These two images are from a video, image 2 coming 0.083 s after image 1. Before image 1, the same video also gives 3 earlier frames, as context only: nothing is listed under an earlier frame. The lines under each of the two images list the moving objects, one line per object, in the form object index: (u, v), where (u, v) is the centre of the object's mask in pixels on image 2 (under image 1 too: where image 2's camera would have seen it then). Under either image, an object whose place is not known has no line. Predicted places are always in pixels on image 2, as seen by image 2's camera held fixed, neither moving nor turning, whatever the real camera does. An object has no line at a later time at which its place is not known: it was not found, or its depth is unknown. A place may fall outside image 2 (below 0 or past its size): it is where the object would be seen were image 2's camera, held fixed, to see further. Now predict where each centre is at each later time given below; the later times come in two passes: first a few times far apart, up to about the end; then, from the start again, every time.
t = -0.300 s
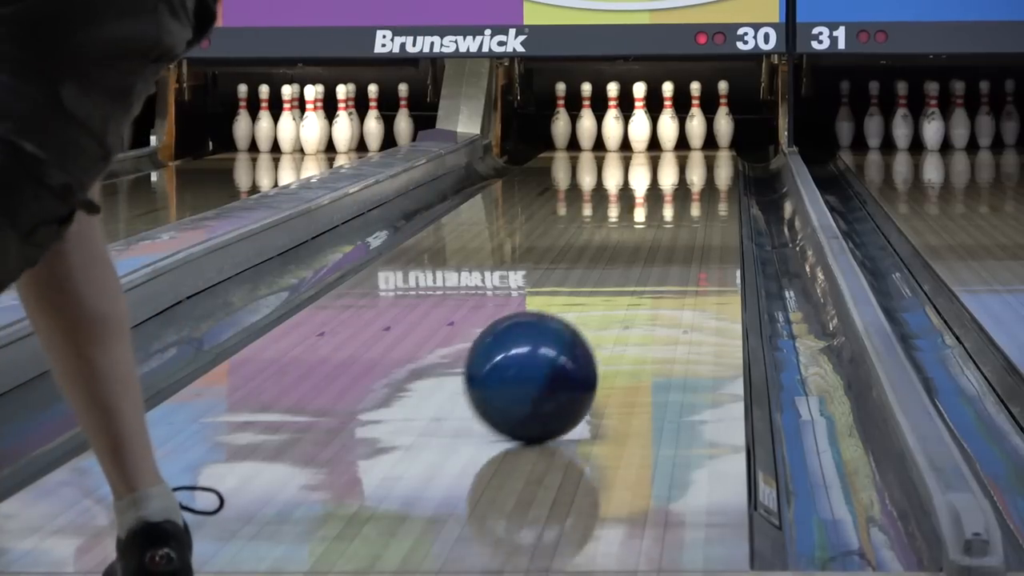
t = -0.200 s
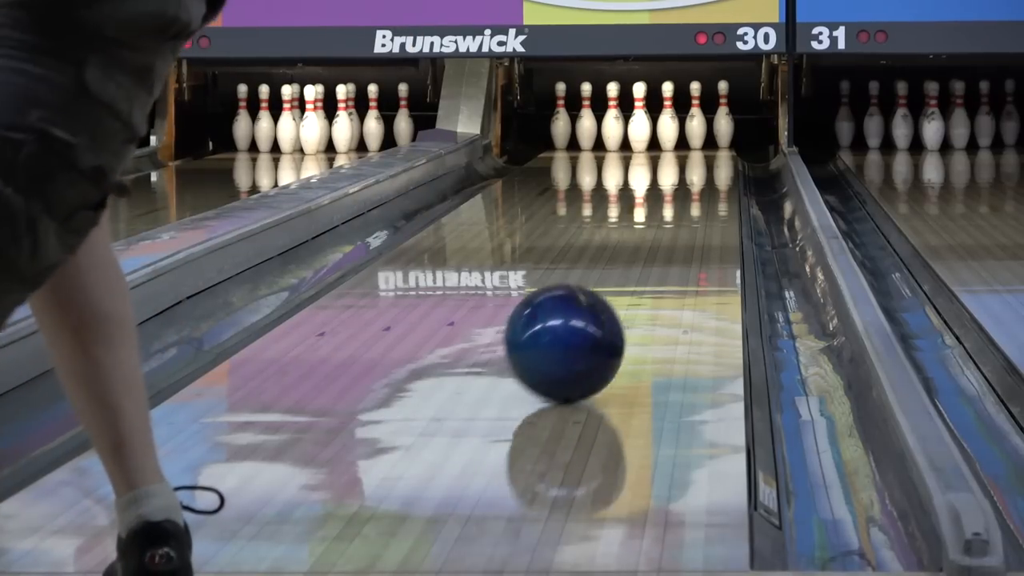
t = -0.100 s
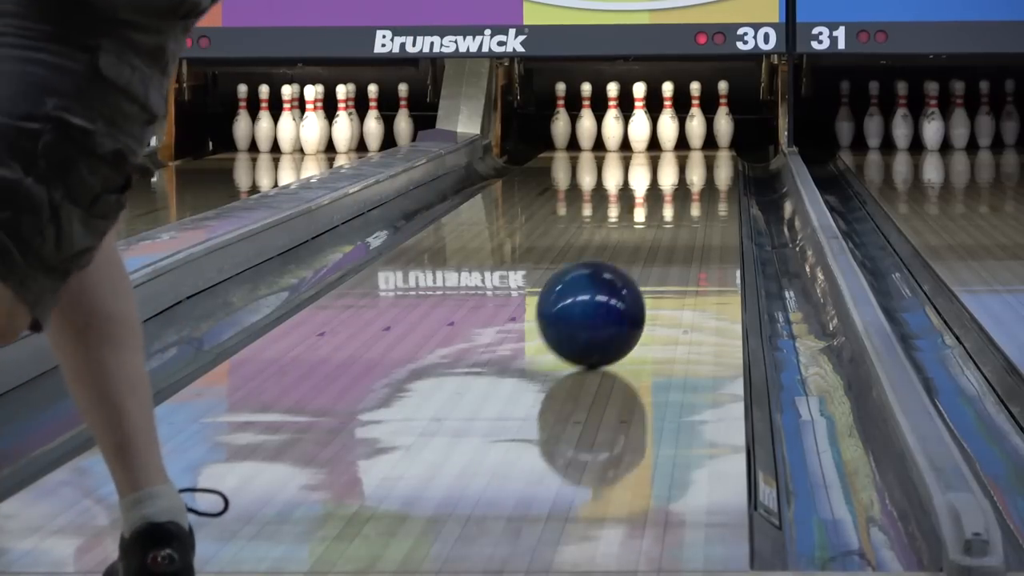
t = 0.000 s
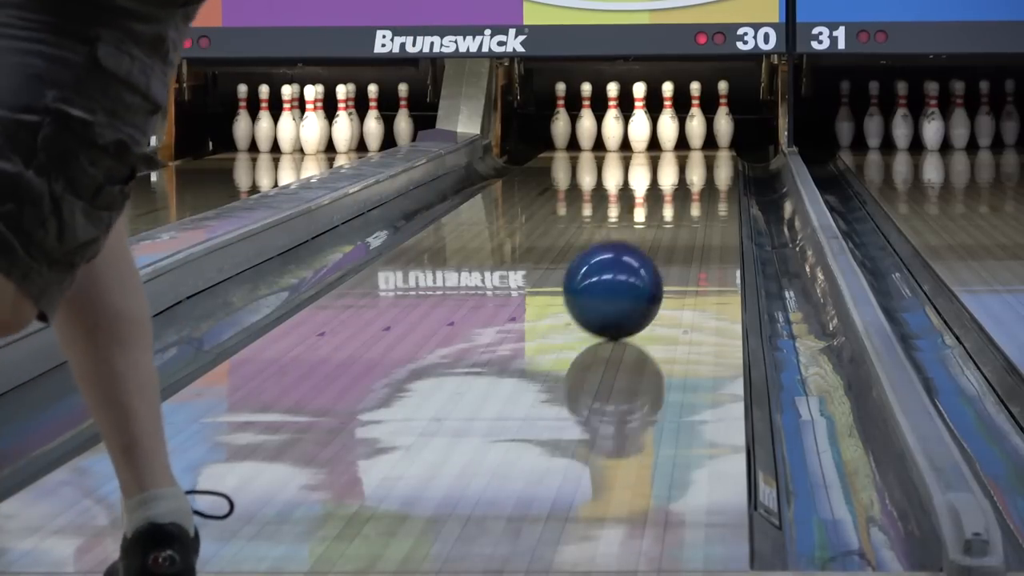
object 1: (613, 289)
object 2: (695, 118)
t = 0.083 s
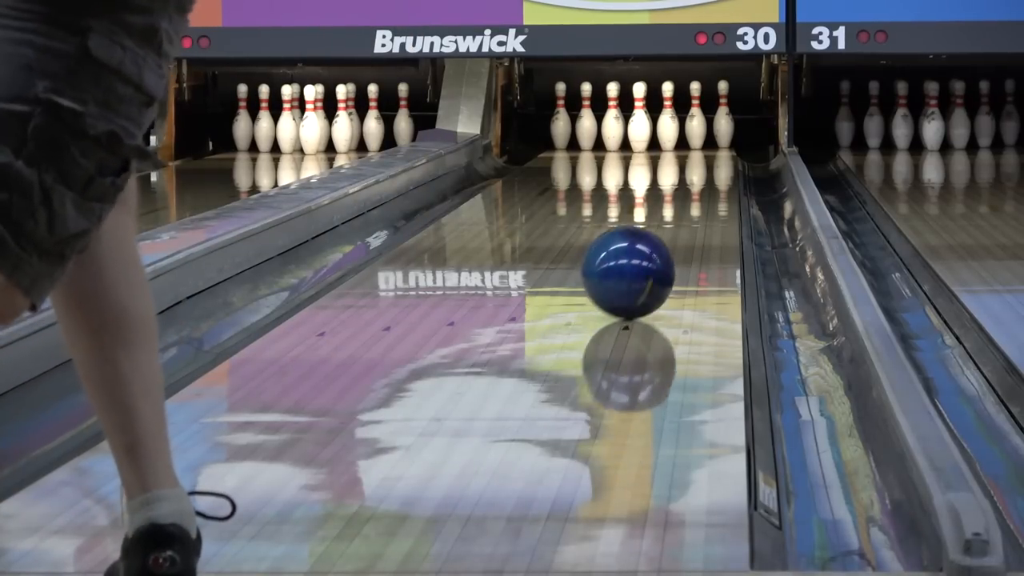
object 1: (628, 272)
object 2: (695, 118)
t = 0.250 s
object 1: (653, 244)
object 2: (695, 118)
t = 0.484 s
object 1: (677, 214)
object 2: (695, 118)
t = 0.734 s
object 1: (694, 190)
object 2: (695, 118)
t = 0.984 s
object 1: (705, 172)
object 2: (695, 117)
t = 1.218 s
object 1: (709, 159)
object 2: (695, 114)
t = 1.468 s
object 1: (701, 148)
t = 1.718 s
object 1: (678, 140)
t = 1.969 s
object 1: (657, 132)
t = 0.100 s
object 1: (631, 269)
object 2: (695, 118)
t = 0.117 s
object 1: (634, 265)
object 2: (695, 118)
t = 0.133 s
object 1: (636, 263)
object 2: (695, 118)
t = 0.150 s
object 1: (639, 260)
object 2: (695, 118)
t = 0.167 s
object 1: (641, 257)
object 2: (695, 118)
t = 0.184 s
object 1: (644, 254)
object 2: (695, 118)
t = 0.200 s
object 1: (646, 252)
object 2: (695, 118)
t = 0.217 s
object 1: (648, 249)
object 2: (695, 118)
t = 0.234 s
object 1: (650, 246)
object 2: (695, 118)
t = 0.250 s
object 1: (653, 244)
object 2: (695, 118)
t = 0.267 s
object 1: (655, 241)
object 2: (695, 118)
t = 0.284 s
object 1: (657, 239)
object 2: (695, 118)
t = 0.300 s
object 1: (659, 236)
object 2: (695, 118)
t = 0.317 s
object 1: (661, 234)
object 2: (695, 118)
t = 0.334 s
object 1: (662, 232)
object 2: (695, 118)
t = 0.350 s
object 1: (664, 230)
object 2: (695, 118)
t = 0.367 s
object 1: (666, 228)
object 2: (695, 118)
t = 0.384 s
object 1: (668, 225)
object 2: (695, 118)
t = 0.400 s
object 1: (670, 223)
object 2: (695, 118)
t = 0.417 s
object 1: (671, 221)
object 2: (695, 118)
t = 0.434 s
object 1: (673, 219)
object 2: (695, 118)
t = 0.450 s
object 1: (674, 218)
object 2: (695, 118)
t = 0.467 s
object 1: (676, 216)
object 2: (695, 118)
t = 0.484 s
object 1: (677, 214)
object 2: (695, 118)
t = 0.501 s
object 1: (678, 212)
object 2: (695, 118)
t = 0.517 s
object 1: (679, 210)
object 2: (695, 118)
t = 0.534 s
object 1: (681, 209)
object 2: (695, 118)
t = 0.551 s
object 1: (682, 207)
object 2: (695, 118)
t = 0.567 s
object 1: (683, 205)
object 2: (695, 118)
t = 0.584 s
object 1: (685, 203)
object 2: (695, 118)
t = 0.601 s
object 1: (686, 202)
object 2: (695, 118)
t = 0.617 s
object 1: (687, 200)
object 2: (695, 118)
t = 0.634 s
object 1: (688, 199)
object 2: (695, 118)
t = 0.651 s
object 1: (689, 197)
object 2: (695, 118)
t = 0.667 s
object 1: (690, 196)
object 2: (695, 118)
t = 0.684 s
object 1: (691, 195)
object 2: (695, 118)
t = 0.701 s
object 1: (692, 193)
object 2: (695, 118)
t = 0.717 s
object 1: (693, 192)
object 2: (695, 118)
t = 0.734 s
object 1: (694, 190)
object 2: (695, 118)
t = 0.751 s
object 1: (695, 189)
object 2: (695, 118)
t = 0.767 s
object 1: (696, 188)
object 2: (695, 118)
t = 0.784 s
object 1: (697, 186)
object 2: (695, 118)
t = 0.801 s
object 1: (698, 185)
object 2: (695, 118)
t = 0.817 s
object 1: (698, 184)
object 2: (695, 118)
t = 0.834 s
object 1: (699, 182)
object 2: (695, 118)
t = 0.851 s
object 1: (700, 181)
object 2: (695, 118)
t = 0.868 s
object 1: (700, 180)
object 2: (695, 118)
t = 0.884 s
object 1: (701, 179)
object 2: (695, 118)
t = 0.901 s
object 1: (702, 178)
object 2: (695, 118)
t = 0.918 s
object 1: (703, 176)
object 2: (695, 118)
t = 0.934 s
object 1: (703, 176)
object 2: (695, 118)
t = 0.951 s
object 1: (704, 174)
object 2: (695, 118)
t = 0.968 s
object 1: (704, 173)
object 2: (695, 117)
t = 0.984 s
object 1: (705, 172)
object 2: (695, 117)
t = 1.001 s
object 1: (705, 171)
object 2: (695, 117)
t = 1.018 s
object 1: (706, 170)
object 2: (695, 117)
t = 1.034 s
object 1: (706, 169)
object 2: (695, 116)
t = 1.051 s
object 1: (706, 168)
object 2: (695, 116)
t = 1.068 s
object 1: (707, 167)
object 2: (695, 116)
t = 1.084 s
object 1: (707, 166)
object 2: (695, 116)
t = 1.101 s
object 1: (707, 166)
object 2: (695, 116)
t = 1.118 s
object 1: (708, 165)
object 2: (695, 115)
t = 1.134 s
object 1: (708, 164)
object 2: (695, 115)
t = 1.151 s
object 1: (708, 163)
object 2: (695, 115)
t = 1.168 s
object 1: (708, 162)
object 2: (695, 115)
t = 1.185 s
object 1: (709, 161)
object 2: (695, 114)
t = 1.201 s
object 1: (709, 160)
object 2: (695, 114)
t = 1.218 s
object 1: (709, 159)
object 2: (695, 114)
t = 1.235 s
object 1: (709, 158)
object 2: (695, 113)
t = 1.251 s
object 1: (709, 158)
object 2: (695, 113)
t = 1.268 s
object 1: (708, 157)
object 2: (695, 113)
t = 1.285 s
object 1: (708, 156)
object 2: (695, 113)
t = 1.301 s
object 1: (708, 155)
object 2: (695, 112)
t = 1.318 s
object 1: (707, 155)
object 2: (695, 111)
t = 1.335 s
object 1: (707, 154)
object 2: (695, 111)
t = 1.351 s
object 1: (706, 153)
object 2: (695, 111)
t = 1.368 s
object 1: (706, 152)
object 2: (695, 110)
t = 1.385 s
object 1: (705, 151)
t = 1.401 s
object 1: (705, 151)
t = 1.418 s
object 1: (704, 150)
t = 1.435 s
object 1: (703, 150)
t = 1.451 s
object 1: (702, 149)
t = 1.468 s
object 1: (701, 148)
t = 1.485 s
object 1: (700, 147)
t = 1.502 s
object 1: (699, 147)
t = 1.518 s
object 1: (698, 146)
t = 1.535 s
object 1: (697, 146)
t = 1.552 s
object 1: (695, 145)
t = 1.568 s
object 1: (694, 144)
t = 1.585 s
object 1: (692, 143)
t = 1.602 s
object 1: (691, 143)
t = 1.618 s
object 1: (689, 143)
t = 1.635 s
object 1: (687, 142)
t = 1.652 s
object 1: (685, 141)
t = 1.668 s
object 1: (684, 141)
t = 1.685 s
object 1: (682, 140)
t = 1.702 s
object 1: (680, 140)
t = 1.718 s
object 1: (678, 140)
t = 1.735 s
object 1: (676, 139)
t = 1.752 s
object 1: (673, 138)
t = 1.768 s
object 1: (672, 138)
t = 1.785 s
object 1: (671, 137)
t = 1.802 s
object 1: (669, 137)
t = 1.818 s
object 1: (667, 136)
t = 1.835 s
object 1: (665, 135)
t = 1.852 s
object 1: (663, 135)
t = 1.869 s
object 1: (662, 135)
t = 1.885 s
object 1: (660, 134)
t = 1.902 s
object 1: (658, 133)
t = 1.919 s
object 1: (656, 133)
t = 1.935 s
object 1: (656, 133)
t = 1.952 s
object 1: (657, 132)
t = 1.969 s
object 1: (657, 132)
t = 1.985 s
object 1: (657, 132)
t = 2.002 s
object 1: (657, 132)
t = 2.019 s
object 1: (656, 132)
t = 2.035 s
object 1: (656, 131)
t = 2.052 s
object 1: (656, 131)
